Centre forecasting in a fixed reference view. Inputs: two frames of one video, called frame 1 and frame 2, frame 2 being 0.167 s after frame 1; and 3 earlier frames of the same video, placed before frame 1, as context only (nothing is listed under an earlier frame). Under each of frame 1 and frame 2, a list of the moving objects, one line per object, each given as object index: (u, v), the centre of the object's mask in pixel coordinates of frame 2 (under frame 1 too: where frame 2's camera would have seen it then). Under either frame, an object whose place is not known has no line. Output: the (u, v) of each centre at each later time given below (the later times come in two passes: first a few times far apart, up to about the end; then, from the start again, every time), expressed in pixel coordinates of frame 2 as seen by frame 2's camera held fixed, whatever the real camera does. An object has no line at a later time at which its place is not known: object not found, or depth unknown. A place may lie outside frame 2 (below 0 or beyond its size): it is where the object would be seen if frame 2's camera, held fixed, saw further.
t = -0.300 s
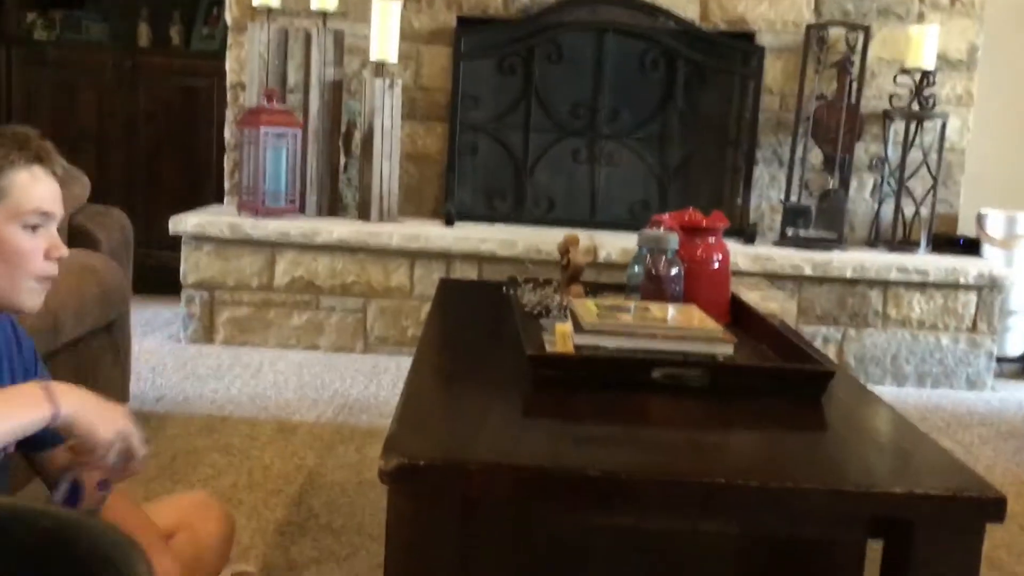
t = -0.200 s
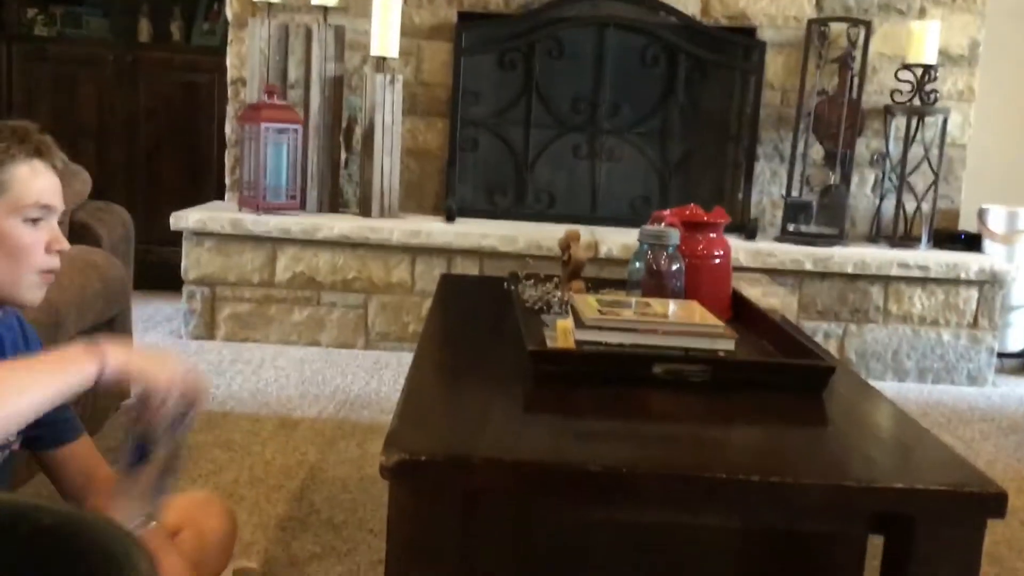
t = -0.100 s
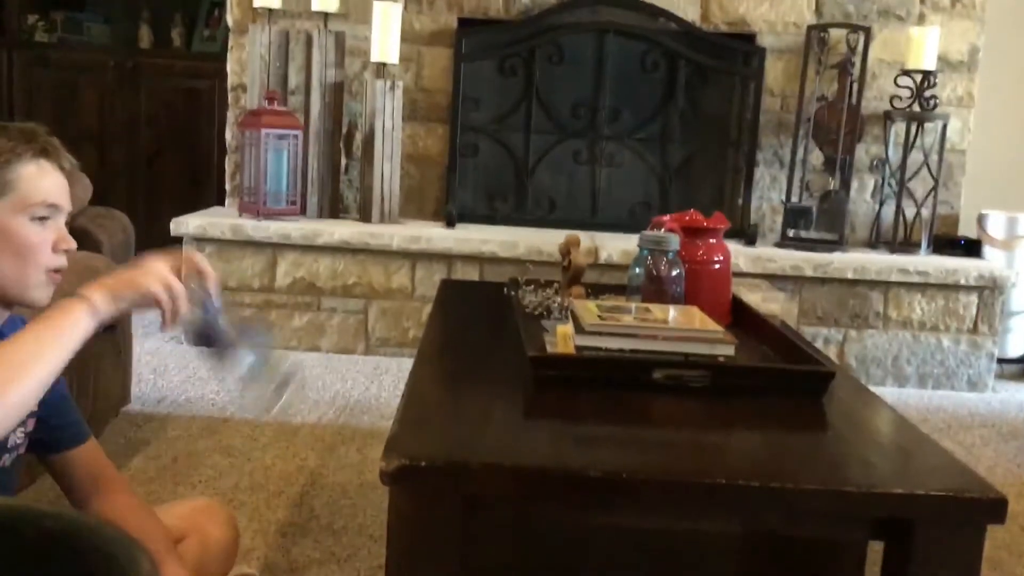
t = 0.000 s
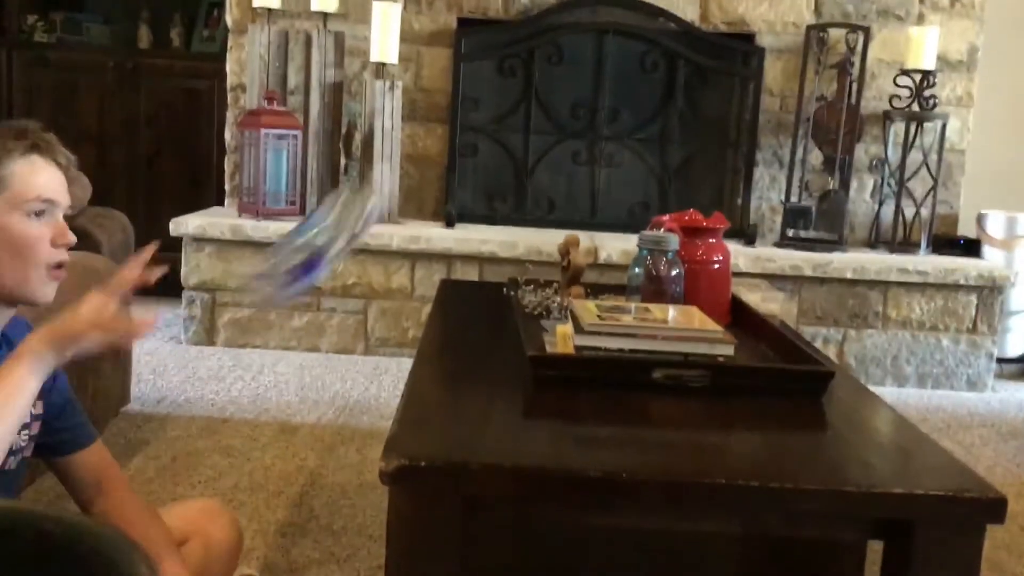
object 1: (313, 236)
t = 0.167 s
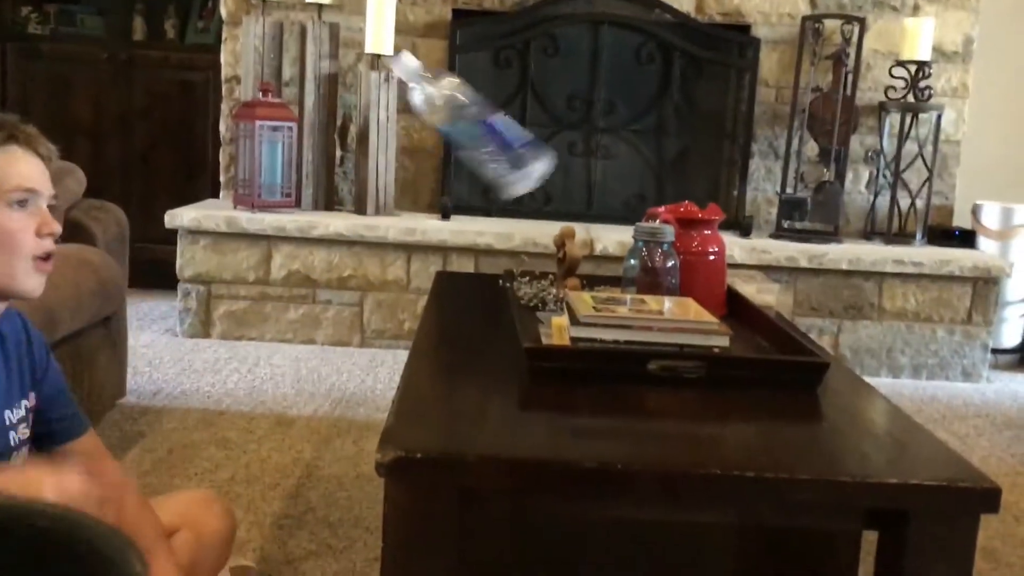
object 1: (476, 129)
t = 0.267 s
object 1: (539, 157)
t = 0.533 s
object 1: (667, 384)
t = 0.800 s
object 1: (738, 392)
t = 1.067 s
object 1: (763, 402)
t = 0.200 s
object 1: (500, 129)
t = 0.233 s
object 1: (517, 137)
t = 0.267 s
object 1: (539, 157)
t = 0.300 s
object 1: (560, 186)
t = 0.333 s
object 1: (579, 223)
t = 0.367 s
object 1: (602, 271)
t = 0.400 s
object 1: (619, 331)
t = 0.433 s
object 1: (640, 375)
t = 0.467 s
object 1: (645, 382)
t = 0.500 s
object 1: (655, 383)
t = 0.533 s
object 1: (667, 384)
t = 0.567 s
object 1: (678, 384)
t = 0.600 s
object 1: (691, 385)
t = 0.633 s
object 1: (703, 386)
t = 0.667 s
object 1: (713, 387)
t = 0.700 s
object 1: (721, 389)
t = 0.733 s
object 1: (728, 390)
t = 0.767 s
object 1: (733, 391)
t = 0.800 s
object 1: (738, 392)
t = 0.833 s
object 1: (742, 393)
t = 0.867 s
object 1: (745, 395)
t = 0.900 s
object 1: (748, 395)
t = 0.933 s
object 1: (751, 397)
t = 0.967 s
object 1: (753, 398)
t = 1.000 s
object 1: (756, 399)
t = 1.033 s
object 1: (760, 401)
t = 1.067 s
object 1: (763, 402)
